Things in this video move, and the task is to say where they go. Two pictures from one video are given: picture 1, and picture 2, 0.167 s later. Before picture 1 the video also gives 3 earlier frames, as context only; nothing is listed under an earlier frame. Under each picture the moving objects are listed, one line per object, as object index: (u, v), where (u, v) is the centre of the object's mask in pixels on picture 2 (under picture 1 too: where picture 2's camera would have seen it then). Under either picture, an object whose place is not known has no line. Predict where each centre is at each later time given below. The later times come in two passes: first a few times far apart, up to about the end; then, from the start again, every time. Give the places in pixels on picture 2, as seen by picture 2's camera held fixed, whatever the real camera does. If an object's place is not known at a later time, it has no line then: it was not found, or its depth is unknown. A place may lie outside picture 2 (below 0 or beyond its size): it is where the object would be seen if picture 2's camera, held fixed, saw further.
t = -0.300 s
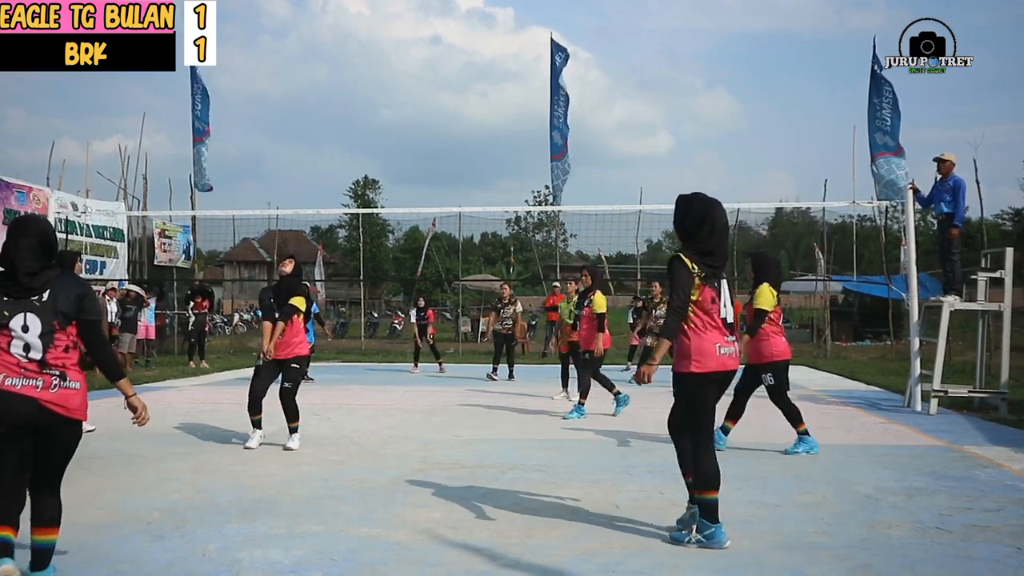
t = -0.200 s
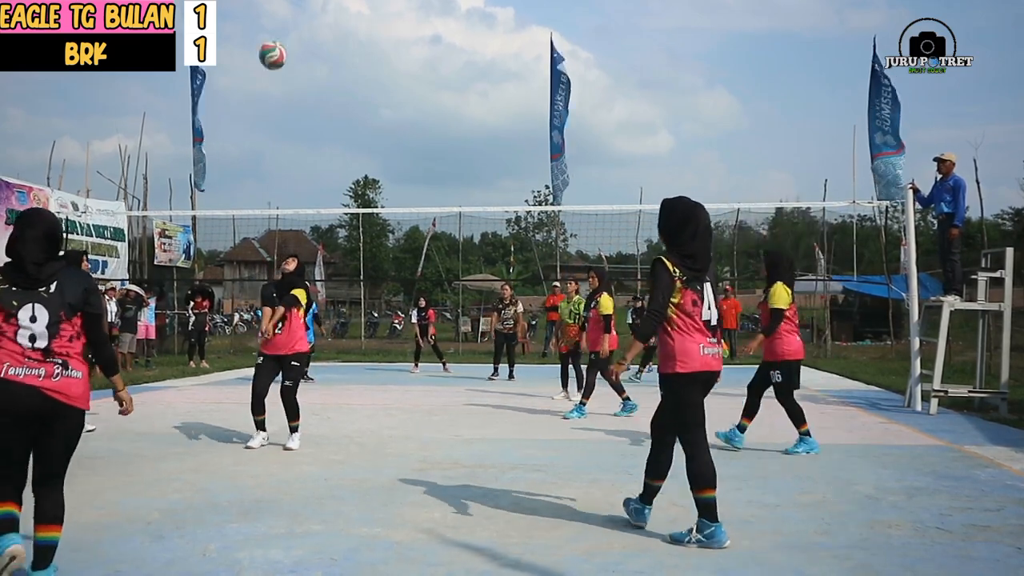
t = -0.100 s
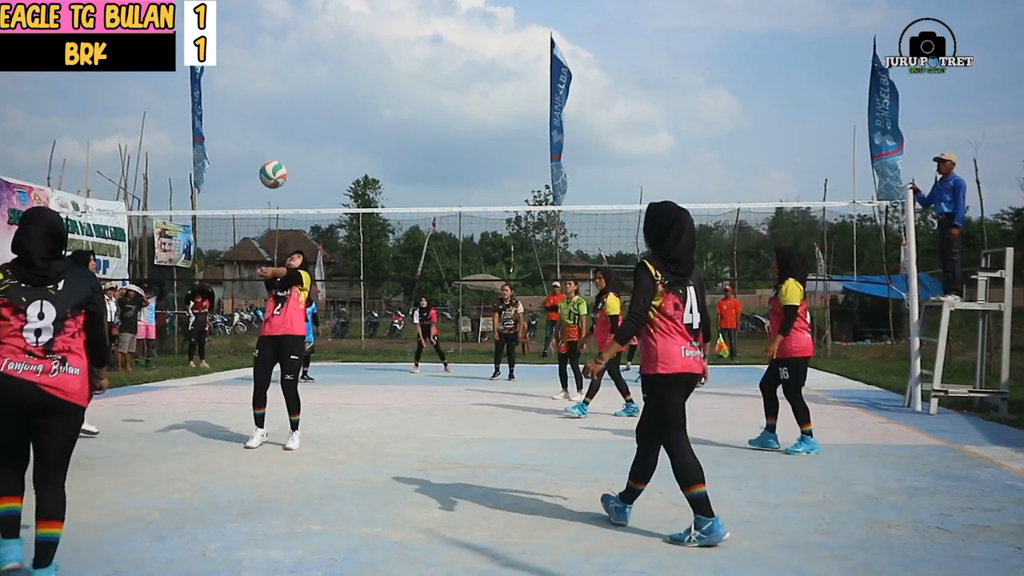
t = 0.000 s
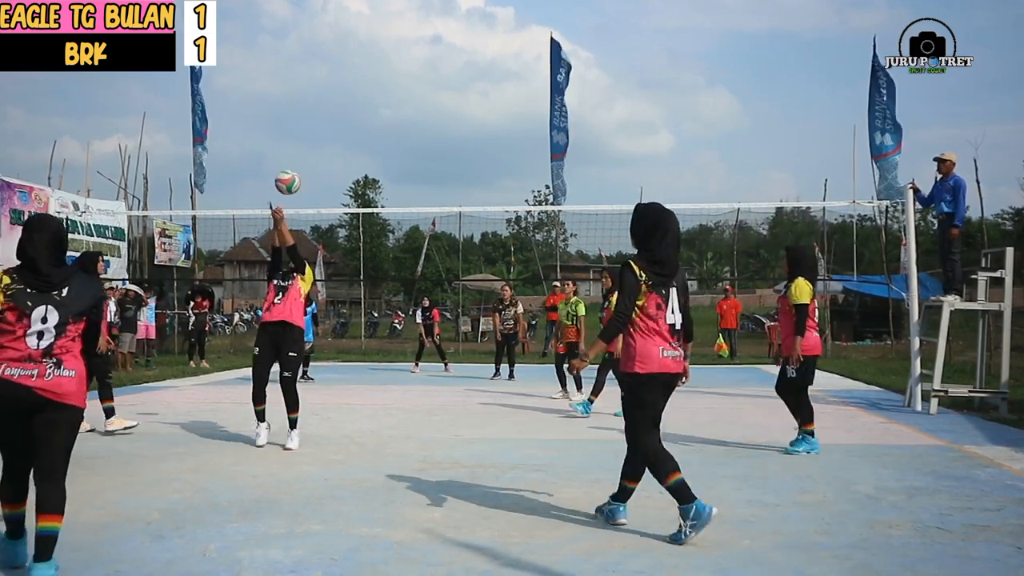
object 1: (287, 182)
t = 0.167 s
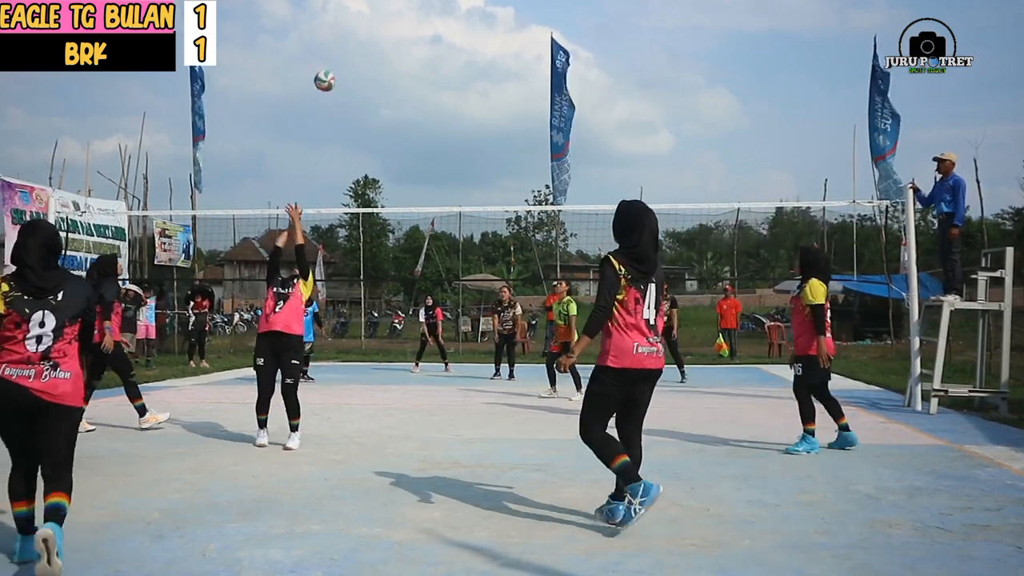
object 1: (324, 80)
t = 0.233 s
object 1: (336, 57)
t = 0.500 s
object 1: (372, 19)
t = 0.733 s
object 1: (395, 36)
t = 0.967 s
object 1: (413, 81)
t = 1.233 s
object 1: (434, 154)
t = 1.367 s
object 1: (444, 198)
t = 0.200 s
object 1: (330, 68)
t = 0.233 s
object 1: (336, 57)
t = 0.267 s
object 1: (342, 47)
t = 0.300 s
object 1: (347, 40)
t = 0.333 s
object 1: (351, 33)
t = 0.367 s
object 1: (356, 28)
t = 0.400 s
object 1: (361, 24)
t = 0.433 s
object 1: (365, 22)
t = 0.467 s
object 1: (369, 20)
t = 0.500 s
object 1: (372, 19)
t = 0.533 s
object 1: (376, 20)
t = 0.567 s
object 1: (379, 20)
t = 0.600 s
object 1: (382, 22)
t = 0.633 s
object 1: (386, 25)
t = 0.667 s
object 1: (389, 28)
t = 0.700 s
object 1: (392, 32)
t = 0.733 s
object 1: (395, 36)
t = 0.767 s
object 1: (397, 41)
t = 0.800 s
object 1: (400, 47)
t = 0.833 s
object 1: (402, 52)
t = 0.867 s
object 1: (405, 58)
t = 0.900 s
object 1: (408, 66)
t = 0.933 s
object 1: (411, 73)
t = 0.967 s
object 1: (413, 81)
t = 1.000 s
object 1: (416, 88)
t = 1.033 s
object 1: (418, 97)
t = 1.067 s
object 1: (421, 106)
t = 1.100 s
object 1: (424, 115)
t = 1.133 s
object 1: (426, 125)
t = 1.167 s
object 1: (429, 134)
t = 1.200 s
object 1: (431, 144)
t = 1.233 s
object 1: (434, 154)
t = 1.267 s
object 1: (436, 165)
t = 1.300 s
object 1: (439, 176)
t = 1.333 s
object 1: (441, 187)
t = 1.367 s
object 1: (444, 198)
